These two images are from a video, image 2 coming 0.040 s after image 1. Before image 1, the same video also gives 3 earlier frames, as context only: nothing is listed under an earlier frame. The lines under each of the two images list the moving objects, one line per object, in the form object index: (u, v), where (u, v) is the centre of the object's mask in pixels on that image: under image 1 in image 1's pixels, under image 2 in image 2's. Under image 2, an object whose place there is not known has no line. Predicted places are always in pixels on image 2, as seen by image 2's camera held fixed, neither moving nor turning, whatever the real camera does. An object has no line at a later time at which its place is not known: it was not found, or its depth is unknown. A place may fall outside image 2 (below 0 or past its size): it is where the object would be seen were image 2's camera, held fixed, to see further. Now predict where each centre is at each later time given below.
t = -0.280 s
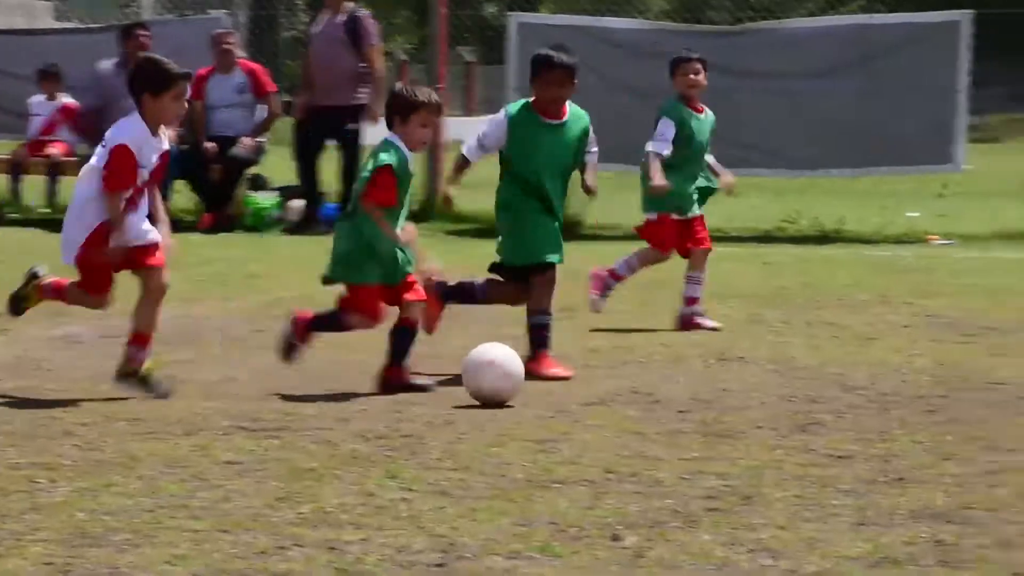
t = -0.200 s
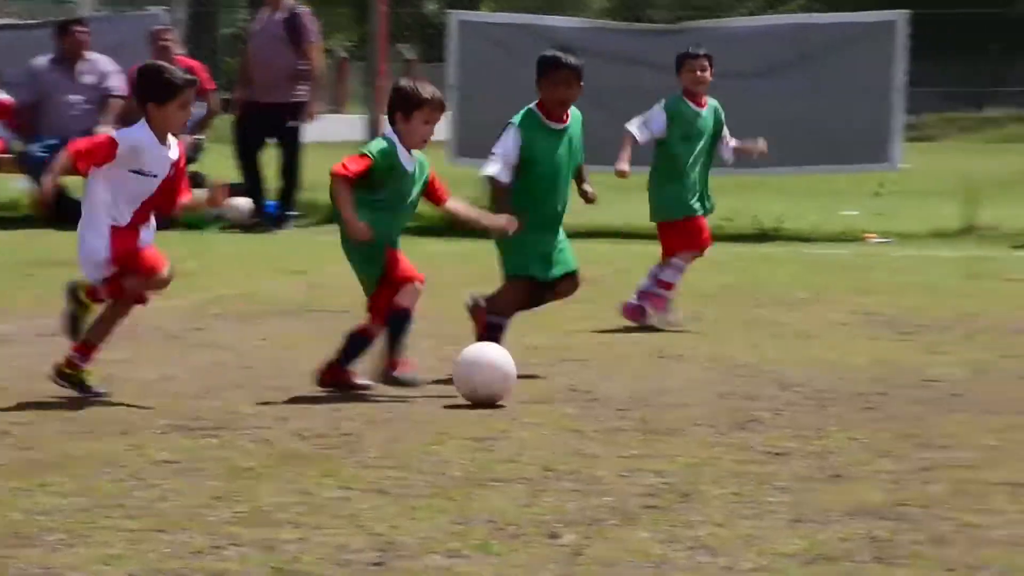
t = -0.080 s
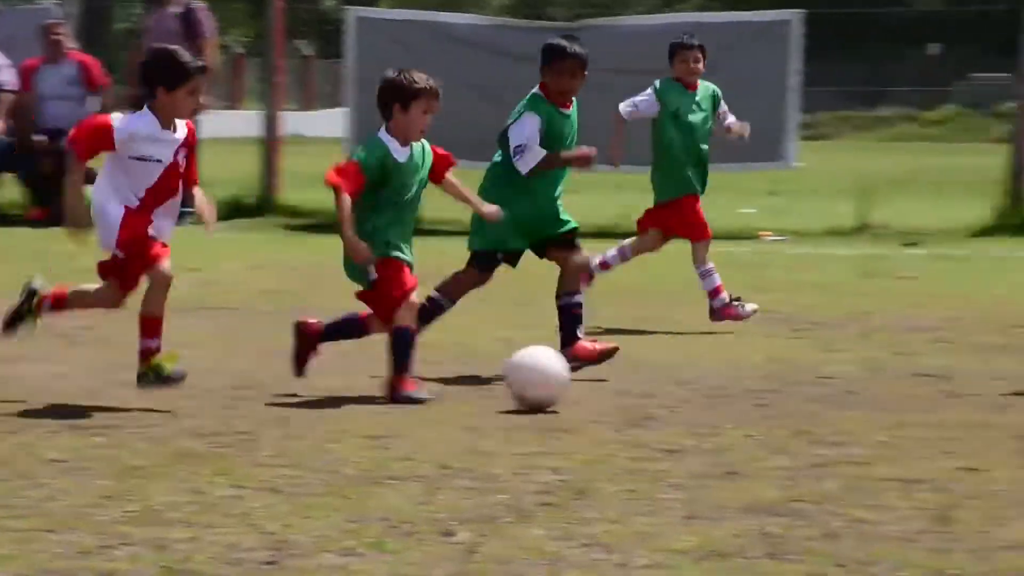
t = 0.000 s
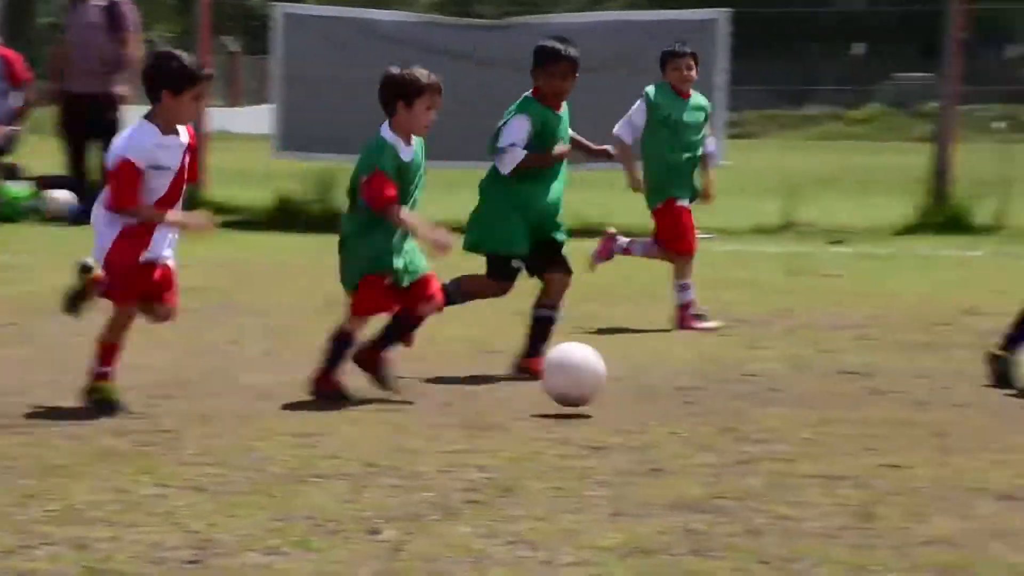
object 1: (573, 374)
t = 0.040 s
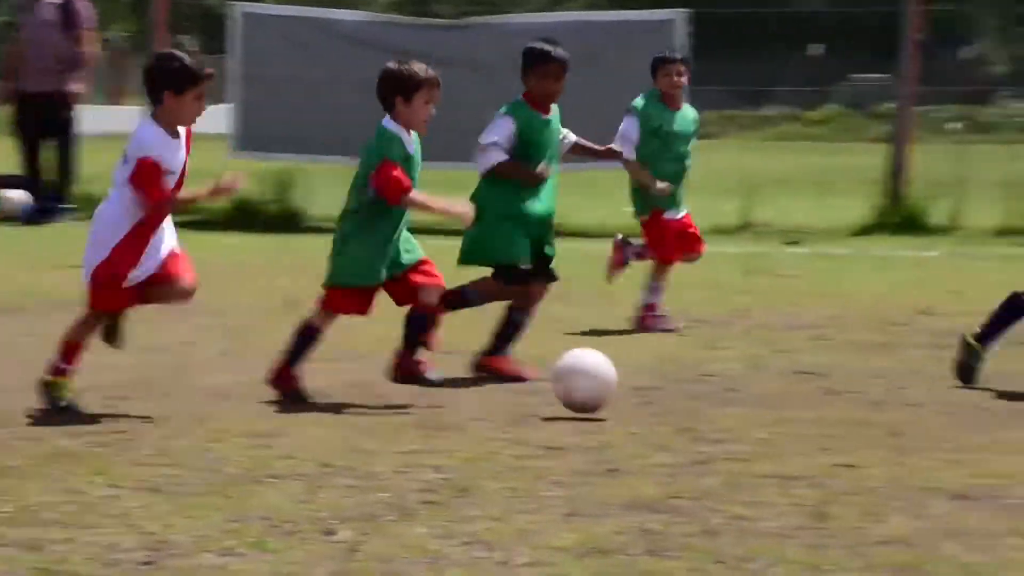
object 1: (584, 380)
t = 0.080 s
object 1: (641, 388)
